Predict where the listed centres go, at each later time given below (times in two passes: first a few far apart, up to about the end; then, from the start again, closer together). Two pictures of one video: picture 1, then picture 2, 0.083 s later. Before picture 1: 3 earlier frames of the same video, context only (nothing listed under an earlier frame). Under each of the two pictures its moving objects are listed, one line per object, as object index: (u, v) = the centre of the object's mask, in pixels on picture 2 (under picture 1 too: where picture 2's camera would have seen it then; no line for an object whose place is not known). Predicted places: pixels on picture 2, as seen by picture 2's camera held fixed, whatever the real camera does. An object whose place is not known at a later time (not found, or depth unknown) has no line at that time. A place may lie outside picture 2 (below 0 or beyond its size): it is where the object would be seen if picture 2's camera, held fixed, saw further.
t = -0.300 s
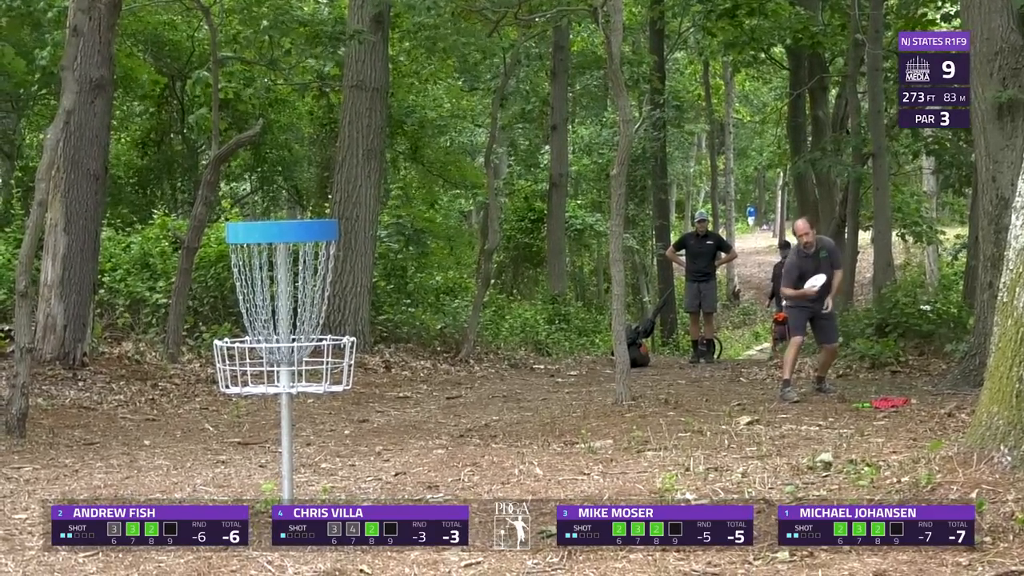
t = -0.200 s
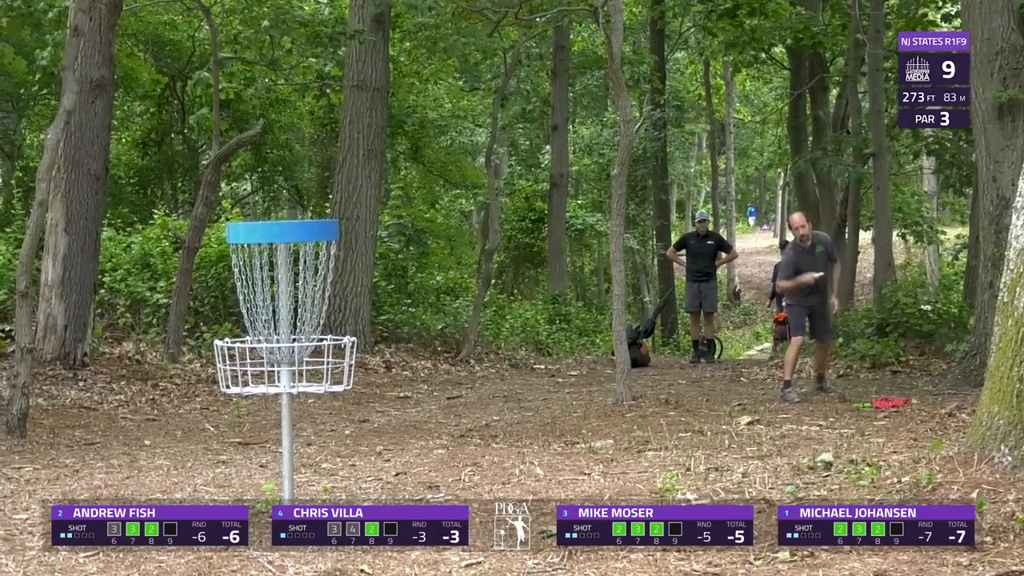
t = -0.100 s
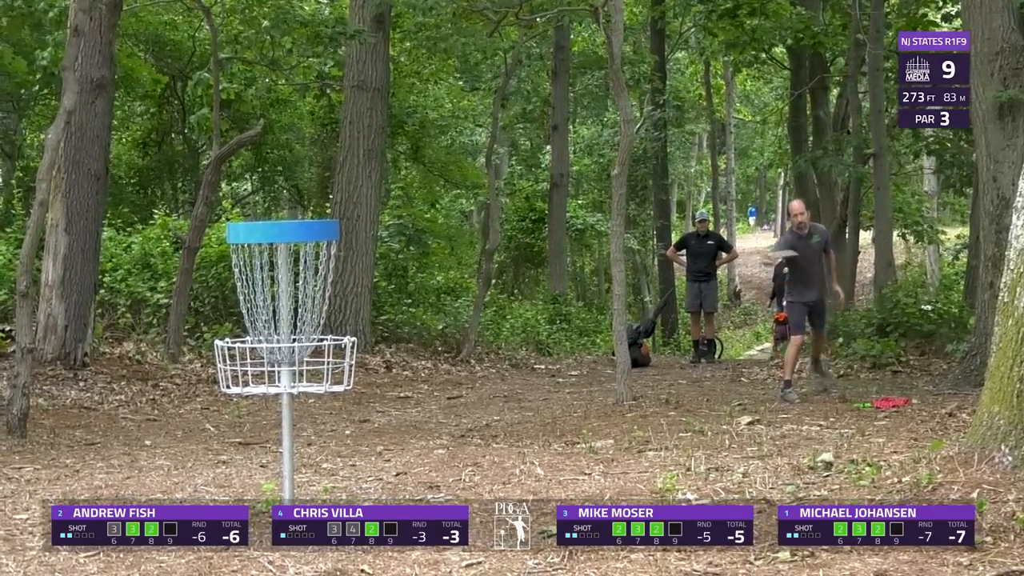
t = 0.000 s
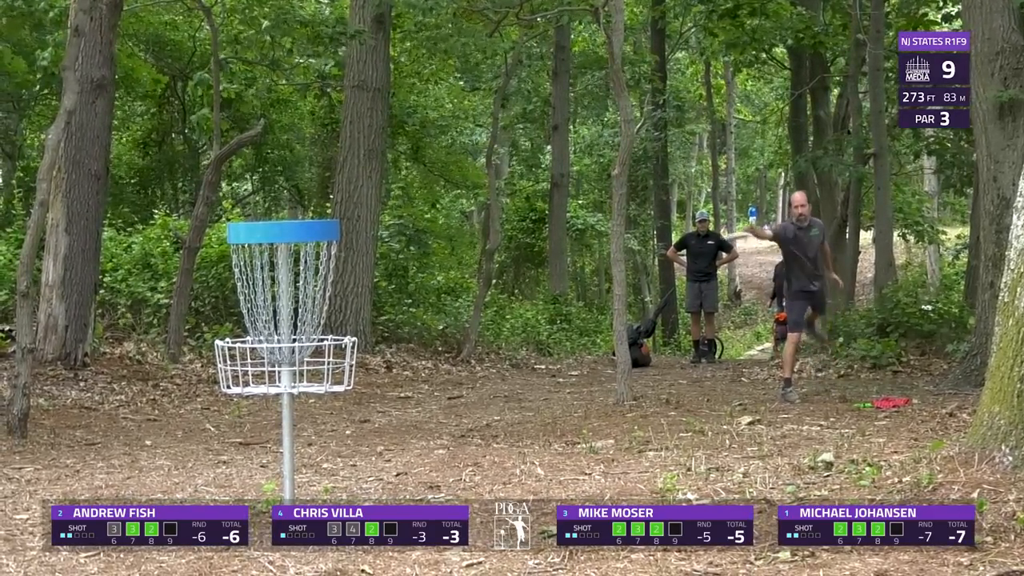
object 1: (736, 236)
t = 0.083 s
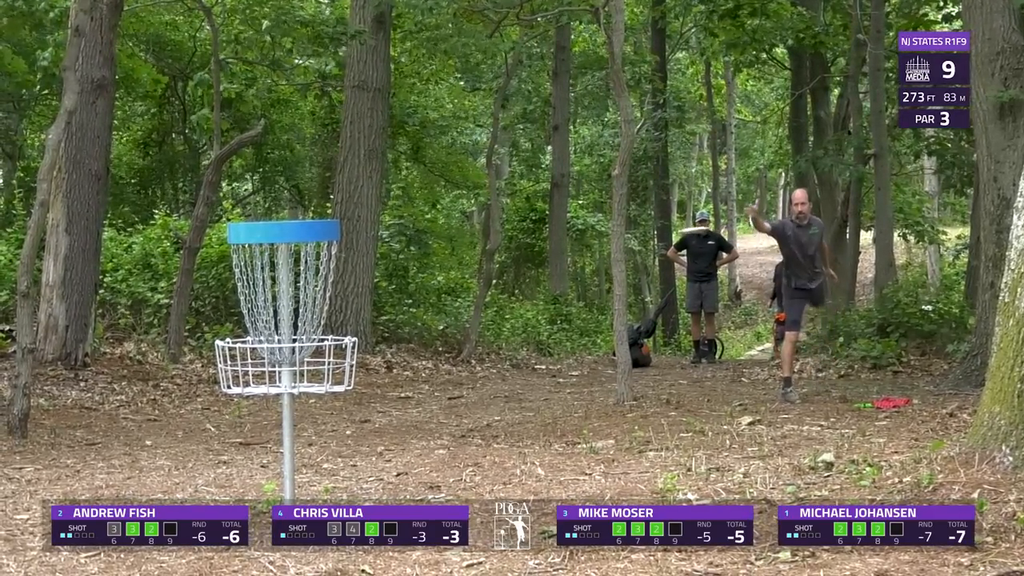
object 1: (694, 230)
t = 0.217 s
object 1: (614, 233)
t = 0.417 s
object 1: (470, 263)
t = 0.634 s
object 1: (297, 316)
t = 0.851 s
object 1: (298, 338)
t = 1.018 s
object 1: (301, 370)
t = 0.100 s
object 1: (683, 229)
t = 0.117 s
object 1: (674, 229)
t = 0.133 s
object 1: (665, 229)
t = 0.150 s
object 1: (655, 230)
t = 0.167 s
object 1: (645, 230)
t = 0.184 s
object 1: (635, 231)
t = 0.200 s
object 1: (625, 231)
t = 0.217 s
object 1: (614, 233)
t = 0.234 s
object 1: (605, 235)
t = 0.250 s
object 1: (594, 236)
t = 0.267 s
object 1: (581, 238)
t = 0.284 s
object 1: (570, 240)
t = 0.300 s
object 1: (558, 242)
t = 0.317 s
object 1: (547, 245)
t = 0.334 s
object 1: (535, 247)
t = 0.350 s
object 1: (523, 250)
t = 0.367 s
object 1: (509, 253)
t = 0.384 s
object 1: (497, 257)
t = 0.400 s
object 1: (484, 259)
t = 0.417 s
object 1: (470, 263)
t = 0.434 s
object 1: (456, 267)
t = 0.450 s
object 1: (441, 271)
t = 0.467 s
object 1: (426, 276)
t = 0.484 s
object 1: (413, 281)
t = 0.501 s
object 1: (397, 286)
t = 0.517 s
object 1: (382, 291)
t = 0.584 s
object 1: (321, 313)
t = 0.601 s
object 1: (310, 316)
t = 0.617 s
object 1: (298, 313)
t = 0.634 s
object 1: (297, 316)
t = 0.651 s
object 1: (300, 322)
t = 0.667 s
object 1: (300, 322)
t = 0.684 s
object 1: (301, 321)
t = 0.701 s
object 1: (300, 320)
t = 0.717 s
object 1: (300, 321)
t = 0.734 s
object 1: (300, 322)
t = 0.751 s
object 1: (300, 323)
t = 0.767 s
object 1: (302, 323)
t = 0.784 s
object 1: (301, 326)
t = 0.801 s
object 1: (301, 328)
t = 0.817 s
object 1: (300, 329)
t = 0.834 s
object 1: (299, 332)
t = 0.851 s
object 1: (298, 338)
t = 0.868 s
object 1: (298, 348)
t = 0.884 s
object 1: (299, 352)
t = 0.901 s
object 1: (299, 365)
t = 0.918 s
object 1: (299, 368)
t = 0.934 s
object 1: (298, 371)
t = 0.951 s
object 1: (299, 370)
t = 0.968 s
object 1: (299, 370)
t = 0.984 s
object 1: (300, 369)
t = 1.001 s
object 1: (300, 369)
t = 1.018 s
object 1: (301, 370)
